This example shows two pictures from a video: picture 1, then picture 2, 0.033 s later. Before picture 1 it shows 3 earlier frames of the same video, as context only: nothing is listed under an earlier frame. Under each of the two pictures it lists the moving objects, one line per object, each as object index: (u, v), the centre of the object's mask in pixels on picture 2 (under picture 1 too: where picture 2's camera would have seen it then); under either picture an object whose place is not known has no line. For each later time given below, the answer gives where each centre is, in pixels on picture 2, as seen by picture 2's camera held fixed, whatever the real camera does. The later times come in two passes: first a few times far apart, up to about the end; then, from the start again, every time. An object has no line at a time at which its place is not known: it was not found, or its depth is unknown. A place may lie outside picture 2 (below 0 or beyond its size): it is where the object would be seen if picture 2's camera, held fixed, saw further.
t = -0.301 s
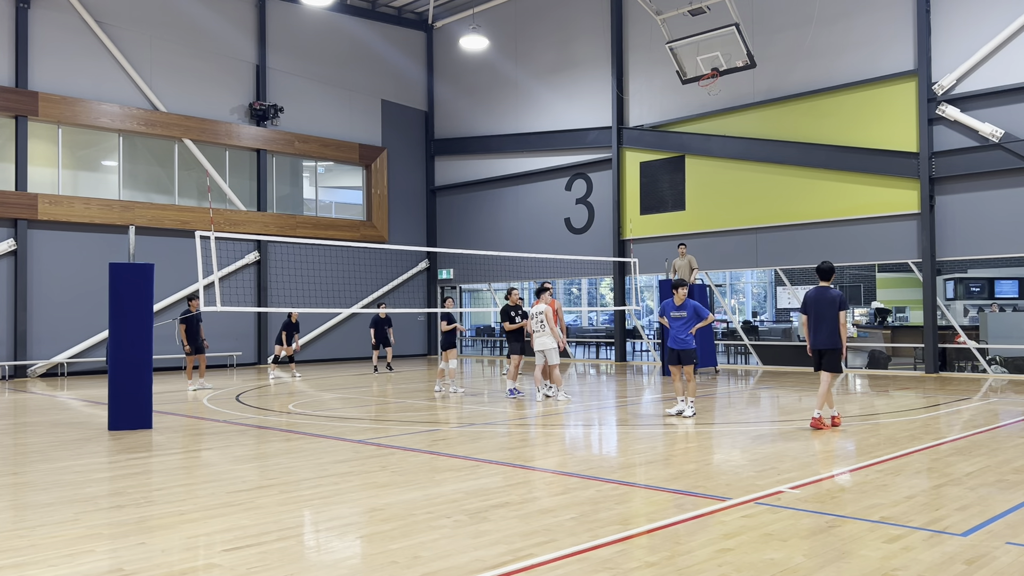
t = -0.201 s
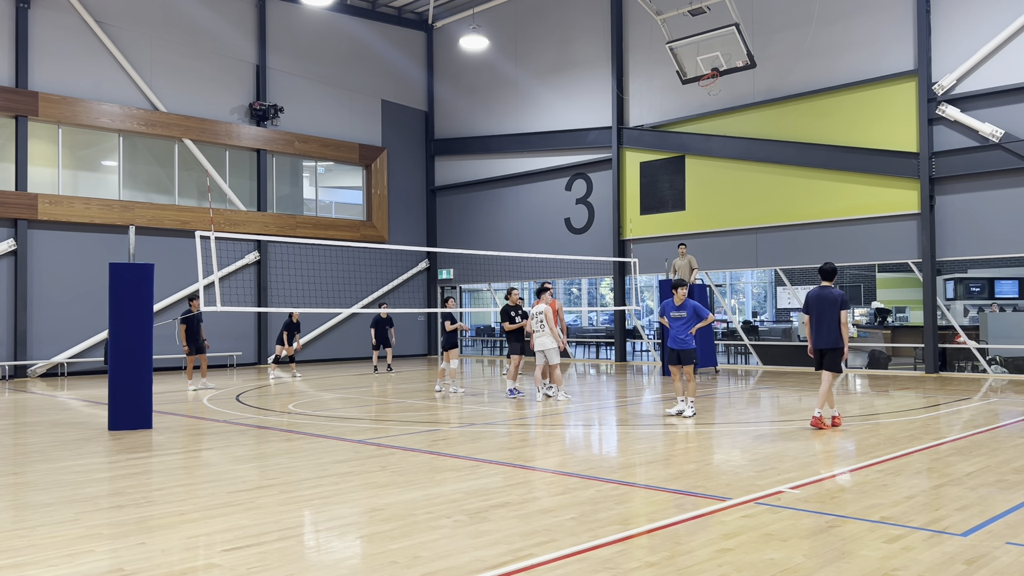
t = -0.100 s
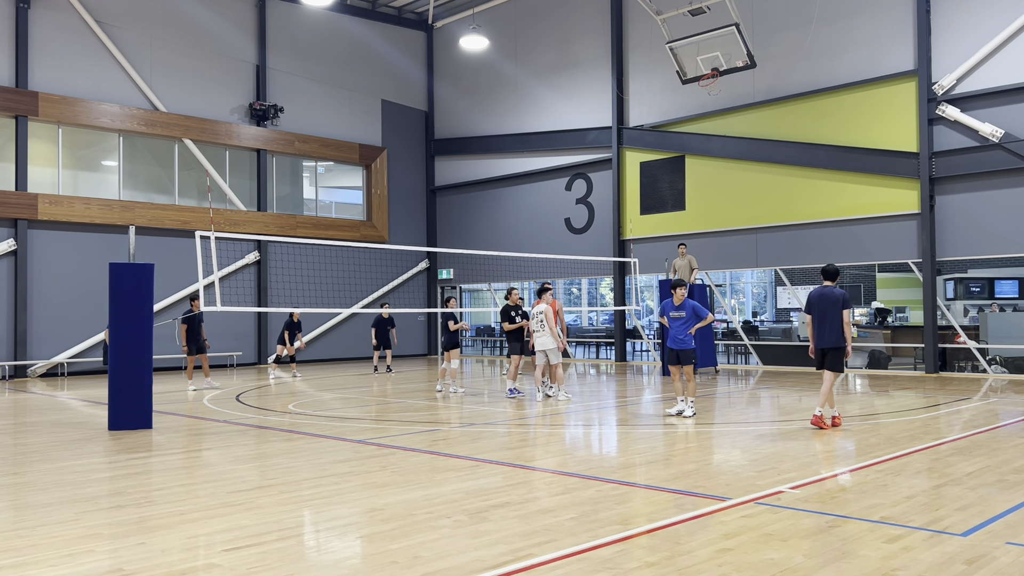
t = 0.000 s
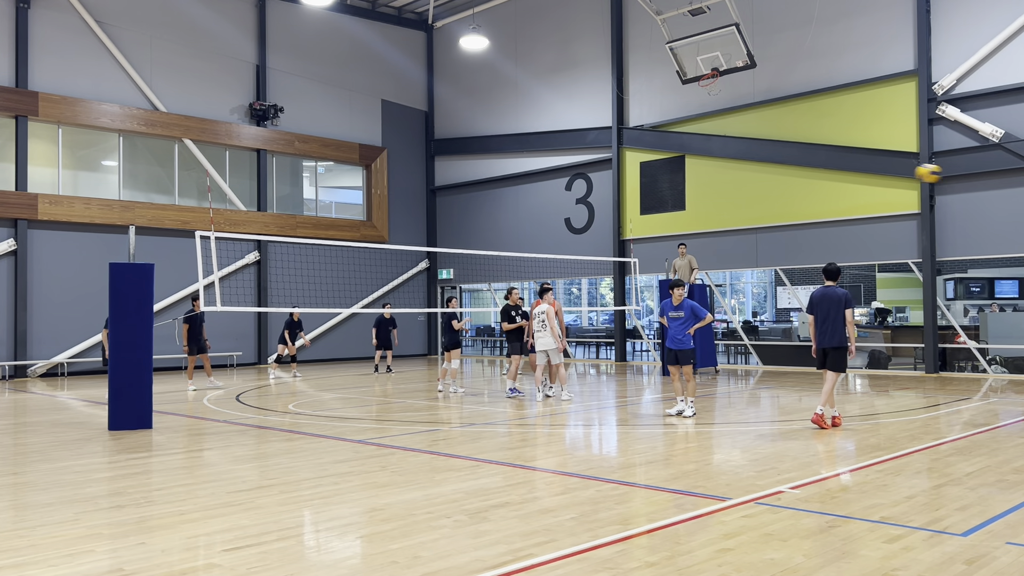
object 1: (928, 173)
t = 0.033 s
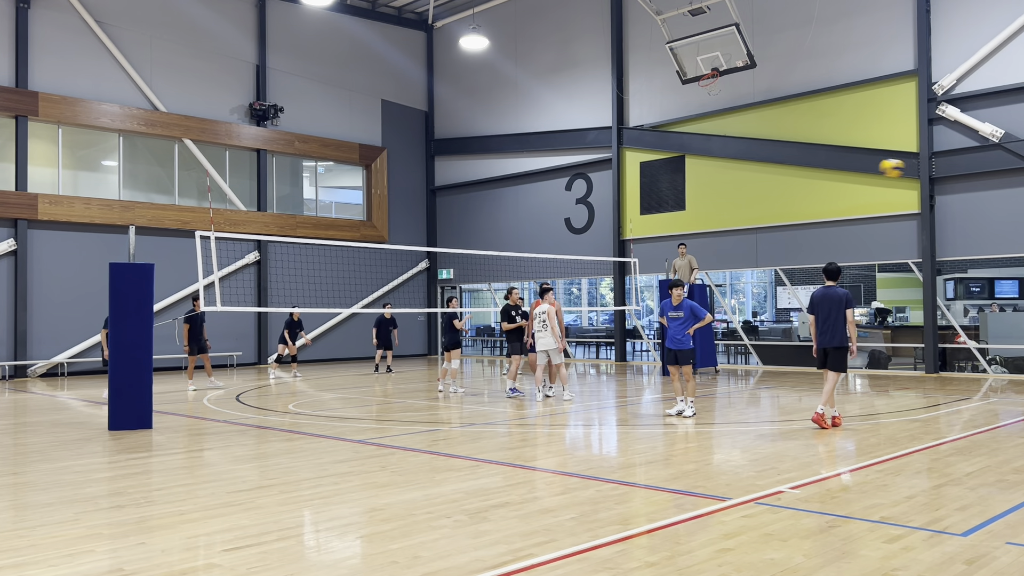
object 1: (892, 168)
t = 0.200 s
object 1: (738, 156)
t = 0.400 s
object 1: (600, 167)
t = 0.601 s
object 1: (494, 199)
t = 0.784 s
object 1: (418, 240)
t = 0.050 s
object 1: (874, 166)
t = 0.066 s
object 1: (857, 164)
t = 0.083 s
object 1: (841, 162)
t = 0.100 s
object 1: (825, 161)
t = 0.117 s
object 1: (809, 159)
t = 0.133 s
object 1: (794, 158)
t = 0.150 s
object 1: (780, 157)
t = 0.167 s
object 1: (765, 157)
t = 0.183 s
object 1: (751, 156)
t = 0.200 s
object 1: (738, 156)
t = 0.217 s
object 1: (725, 156)
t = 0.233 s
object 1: (712, 156)
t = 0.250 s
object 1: (699, 156)
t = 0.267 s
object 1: (687, 157)
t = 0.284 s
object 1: (675, 158)
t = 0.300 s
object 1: (664, 159)
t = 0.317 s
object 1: (653, 160)
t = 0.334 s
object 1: (642, 161)
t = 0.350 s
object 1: (630, 162)
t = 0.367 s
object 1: (619, 164)
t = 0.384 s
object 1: (610, 165)
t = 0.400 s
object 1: (600, 167)
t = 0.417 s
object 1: (590, 169)
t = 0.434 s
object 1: (580, 171)
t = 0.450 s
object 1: (571, 173)
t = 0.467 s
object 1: (561, 175)
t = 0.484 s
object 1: (551, 178)
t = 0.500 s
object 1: (543, 180)
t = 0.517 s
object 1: (535, 183)
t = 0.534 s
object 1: (526, 186)
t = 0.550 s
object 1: (518, 189)
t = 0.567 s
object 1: (510, 192)
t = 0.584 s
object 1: (502, 196)
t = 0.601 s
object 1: (494, 199)
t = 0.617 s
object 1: (486, 203)
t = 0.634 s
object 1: (479, 206)
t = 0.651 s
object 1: (472, 210)
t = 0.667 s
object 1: (464, 213)
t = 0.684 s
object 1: (457, 217)
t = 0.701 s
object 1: (450, 221)
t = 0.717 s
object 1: (444, 225)
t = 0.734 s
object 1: (436, 229)
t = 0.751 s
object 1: (430, 233)
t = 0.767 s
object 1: (424, 237)
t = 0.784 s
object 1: (418, 240)
